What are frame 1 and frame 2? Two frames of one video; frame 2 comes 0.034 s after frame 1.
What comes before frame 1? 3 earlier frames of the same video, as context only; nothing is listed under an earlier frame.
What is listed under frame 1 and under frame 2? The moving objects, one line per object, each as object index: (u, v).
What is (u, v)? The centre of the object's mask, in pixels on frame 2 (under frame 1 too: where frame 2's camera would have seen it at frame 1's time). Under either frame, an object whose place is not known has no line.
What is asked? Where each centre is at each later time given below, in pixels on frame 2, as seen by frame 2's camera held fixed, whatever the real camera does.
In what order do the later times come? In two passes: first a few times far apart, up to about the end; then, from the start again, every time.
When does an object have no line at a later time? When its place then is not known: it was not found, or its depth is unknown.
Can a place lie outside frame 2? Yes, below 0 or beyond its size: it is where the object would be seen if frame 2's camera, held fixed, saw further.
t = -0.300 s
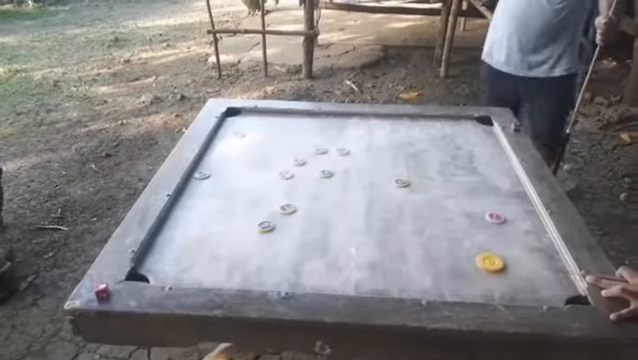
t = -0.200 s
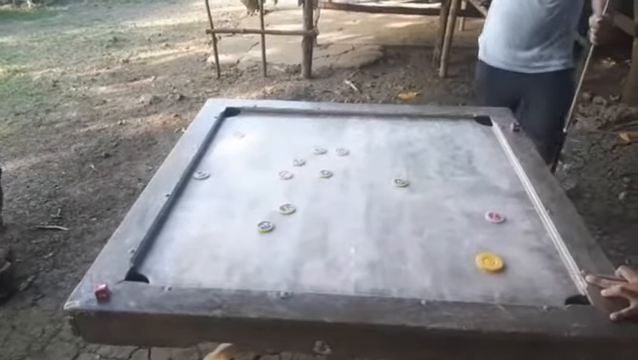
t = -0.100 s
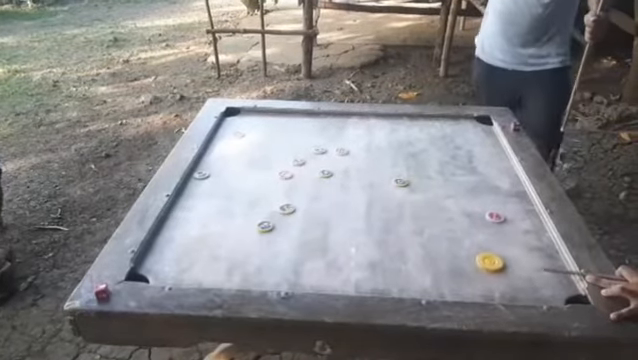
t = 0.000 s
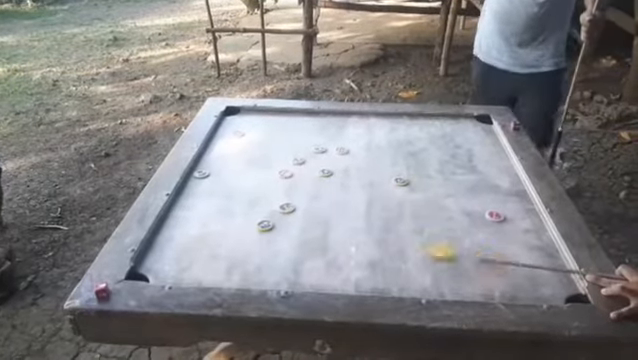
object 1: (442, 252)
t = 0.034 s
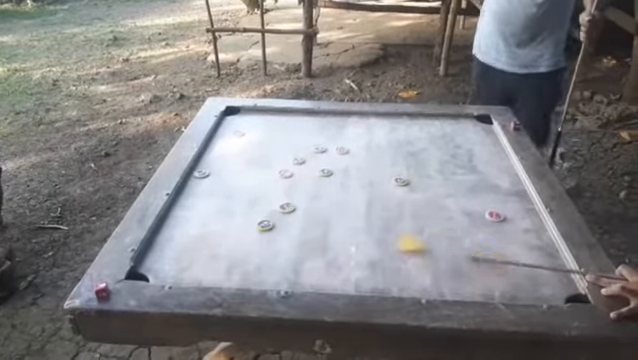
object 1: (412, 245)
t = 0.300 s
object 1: (244, 208)
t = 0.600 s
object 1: (228, 187)
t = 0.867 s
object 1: (271, 179)
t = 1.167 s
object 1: (289, 177)
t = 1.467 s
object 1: (289, 177)
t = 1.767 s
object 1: (289, 177)
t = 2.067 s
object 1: (290, 176)
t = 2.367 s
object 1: (290, 177)
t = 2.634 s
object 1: (289, 177)
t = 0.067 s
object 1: (384, 240)
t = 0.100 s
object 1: (355, 233)
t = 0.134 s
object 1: (328, 229)
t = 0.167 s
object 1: (307, 223)
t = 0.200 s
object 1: (284, 218)
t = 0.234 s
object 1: (271, 214)
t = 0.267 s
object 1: (258, 213)
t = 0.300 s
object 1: (244, 208)
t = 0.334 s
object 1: (232, 204)
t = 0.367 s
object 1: (219, 201)
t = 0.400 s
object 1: (208, 199)
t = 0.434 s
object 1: (198, 196)
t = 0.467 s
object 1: (194, 194)
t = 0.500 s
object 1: (203, 192)
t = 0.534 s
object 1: (211, 189)
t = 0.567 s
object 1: (220, 189)
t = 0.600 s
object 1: (228, 187)
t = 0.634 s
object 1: (235, 186)
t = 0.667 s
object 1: (242, 184)
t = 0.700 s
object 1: (249, 183)
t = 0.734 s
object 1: (254, 182)
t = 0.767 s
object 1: (258, 181)
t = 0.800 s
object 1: (263, 180)
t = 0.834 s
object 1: (267, 179)
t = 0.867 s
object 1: (271, 179)
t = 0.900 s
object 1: (275, 178)
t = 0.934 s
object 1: (278, 178)
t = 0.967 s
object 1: (280, 178)
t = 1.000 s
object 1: (283, 177)
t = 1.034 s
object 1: (285, 177)
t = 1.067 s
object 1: (286, 177)
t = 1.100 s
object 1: (287, 177)
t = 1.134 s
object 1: (288, 177)
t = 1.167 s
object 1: (289, 177)
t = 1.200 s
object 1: (289, 177)
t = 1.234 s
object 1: (289, 177)
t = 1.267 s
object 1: (289, 177)
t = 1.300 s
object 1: (289, 177)
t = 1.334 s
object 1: (289, 177)
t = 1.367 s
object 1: (288, 177)
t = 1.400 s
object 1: (289, 177)
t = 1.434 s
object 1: (289, 177)
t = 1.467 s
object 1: (289, 177)
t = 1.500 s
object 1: (289, 177)
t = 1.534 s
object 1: (289, 177)
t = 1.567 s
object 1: (289, 177)
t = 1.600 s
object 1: (289, 177)
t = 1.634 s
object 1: (289, 177)
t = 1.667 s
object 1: (289, 177)
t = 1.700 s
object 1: (289, 177)
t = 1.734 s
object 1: (289, 177)
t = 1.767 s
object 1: (289, 177)
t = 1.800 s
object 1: (289, 177)
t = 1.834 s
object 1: (289, 177)
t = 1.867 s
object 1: (289, 177)
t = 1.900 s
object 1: (289, 176)
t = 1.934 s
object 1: (289, 177)
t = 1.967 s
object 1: (289, 177)
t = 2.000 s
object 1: (289, 177)
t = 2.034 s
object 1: (289, 177)
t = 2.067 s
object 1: (290, 176)
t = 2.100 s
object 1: (289, 176)
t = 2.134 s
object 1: (289, 177)
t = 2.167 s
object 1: (289, 177)
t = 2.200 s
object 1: (290, 176)
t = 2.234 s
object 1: (290, 176)
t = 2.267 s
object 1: (290, 176)
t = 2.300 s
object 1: (290, 176)
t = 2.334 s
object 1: (290, 176)
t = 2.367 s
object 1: (290, 177)
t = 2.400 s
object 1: (289, 177)
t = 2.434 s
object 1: (289, 177)
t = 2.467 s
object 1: (290, 177)
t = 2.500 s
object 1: (289, 177)
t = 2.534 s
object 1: (289, 177)
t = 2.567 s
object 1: (289, 177)
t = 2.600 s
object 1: (289, 177)
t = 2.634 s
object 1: (289, 177)
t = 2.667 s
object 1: (289, 177)
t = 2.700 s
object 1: (289, 177)
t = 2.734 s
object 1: (289, 177)
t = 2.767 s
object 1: (289, 177)
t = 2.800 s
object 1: (288, 177)
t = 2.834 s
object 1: (288, 177)
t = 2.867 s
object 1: (289, 177)
